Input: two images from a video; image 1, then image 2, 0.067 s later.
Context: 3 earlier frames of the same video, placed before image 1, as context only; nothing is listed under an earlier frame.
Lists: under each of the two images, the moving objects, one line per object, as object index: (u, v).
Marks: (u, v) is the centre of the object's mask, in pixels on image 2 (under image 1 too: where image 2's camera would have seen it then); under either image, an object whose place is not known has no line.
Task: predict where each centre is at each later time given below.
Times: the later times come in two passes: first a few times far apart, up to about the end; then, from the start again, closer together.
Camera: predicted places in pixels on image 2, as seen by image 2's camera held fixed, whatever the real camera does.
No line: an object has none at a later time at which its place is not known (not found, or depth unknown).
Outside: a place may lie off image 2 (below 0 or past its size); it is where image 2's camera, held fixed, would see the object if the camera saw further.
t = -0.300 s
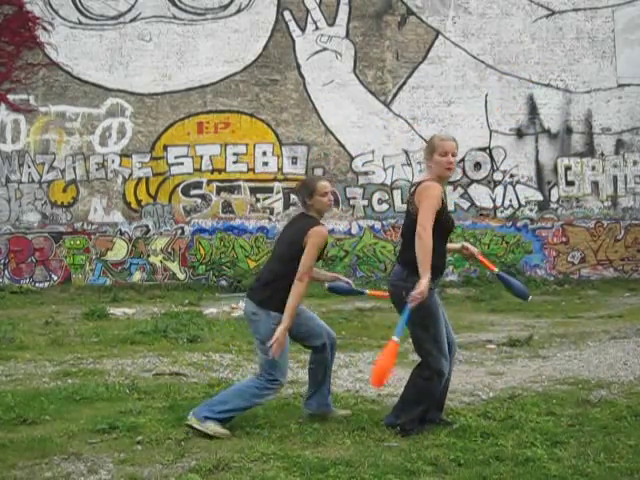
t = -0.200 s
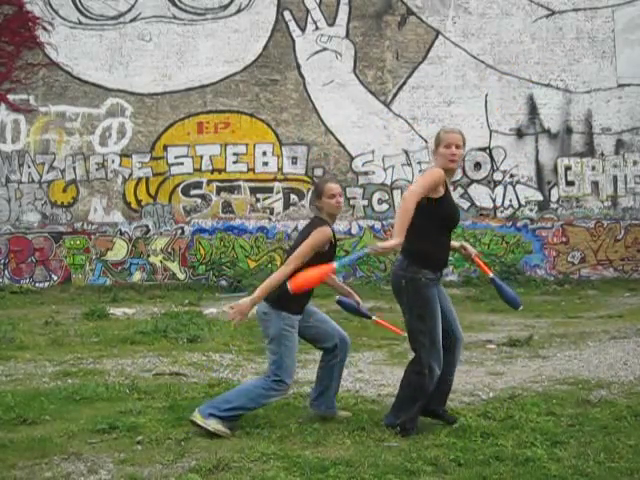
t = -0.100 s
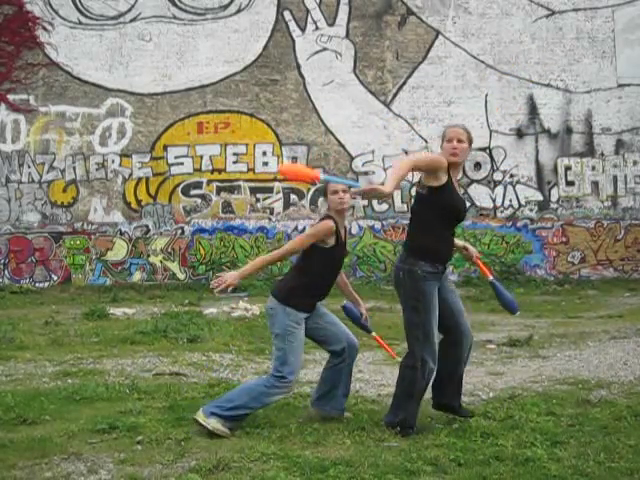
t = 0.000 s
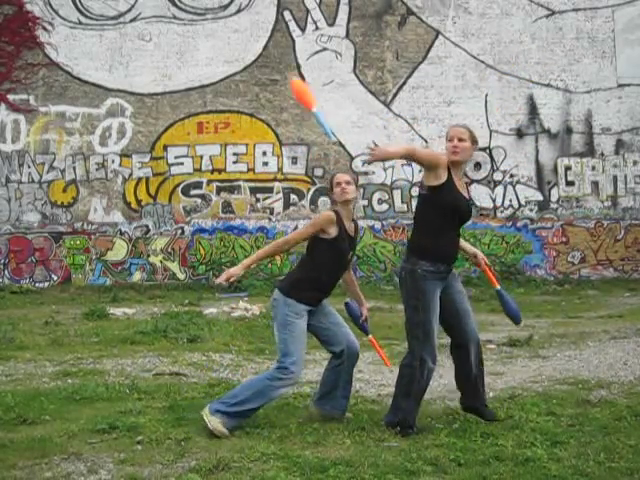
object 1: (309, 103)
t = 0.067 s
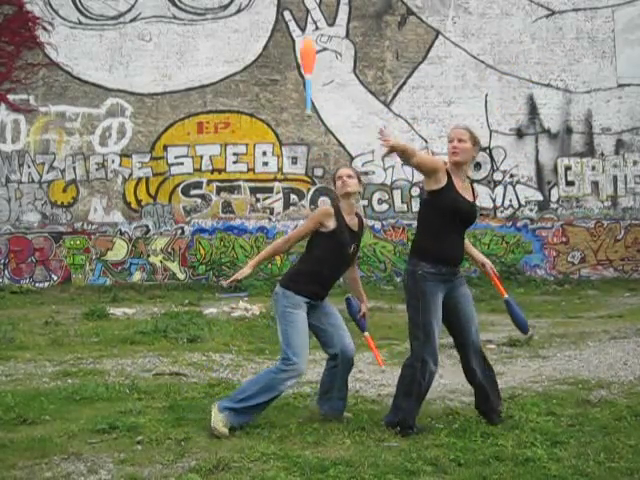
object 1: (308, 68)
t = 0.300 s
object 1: (305, 16)
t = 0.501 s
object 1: (294, 53)
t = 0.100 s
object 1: (307, 55)
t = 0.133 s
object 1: (306, 42)
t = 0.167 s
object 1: (304, 35)
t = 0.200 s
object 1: (306, 25)
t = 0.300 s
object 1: (305, 16)
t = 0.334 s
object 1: (302, 17)
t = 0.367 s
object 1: (303, 20)
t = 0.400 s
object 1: (301, 26)
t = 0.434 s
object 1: (298, 33)
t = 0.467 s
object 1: (297, 42)
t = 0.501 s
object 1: (294, 53)
